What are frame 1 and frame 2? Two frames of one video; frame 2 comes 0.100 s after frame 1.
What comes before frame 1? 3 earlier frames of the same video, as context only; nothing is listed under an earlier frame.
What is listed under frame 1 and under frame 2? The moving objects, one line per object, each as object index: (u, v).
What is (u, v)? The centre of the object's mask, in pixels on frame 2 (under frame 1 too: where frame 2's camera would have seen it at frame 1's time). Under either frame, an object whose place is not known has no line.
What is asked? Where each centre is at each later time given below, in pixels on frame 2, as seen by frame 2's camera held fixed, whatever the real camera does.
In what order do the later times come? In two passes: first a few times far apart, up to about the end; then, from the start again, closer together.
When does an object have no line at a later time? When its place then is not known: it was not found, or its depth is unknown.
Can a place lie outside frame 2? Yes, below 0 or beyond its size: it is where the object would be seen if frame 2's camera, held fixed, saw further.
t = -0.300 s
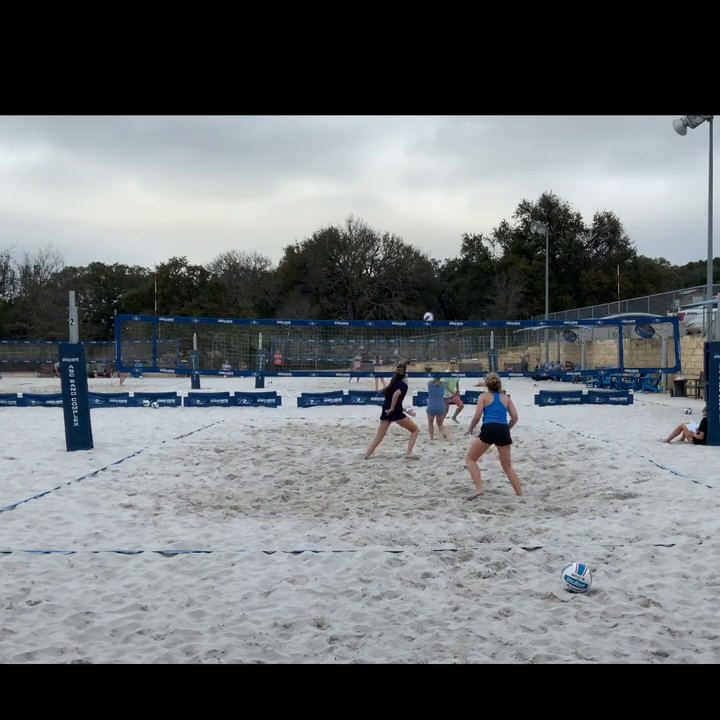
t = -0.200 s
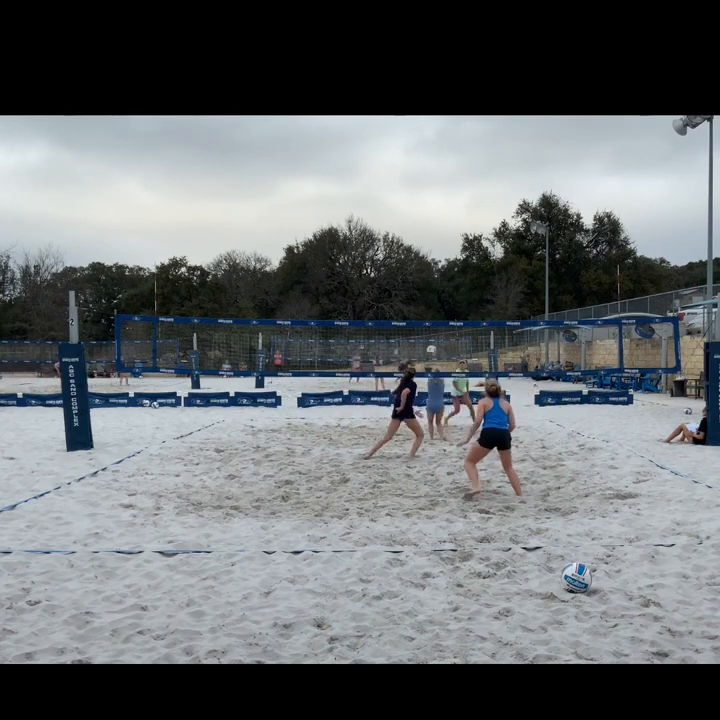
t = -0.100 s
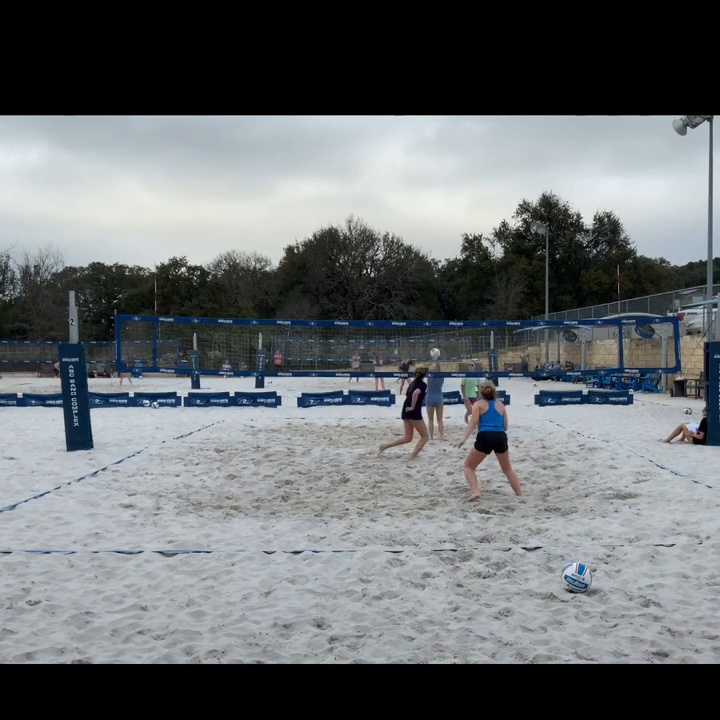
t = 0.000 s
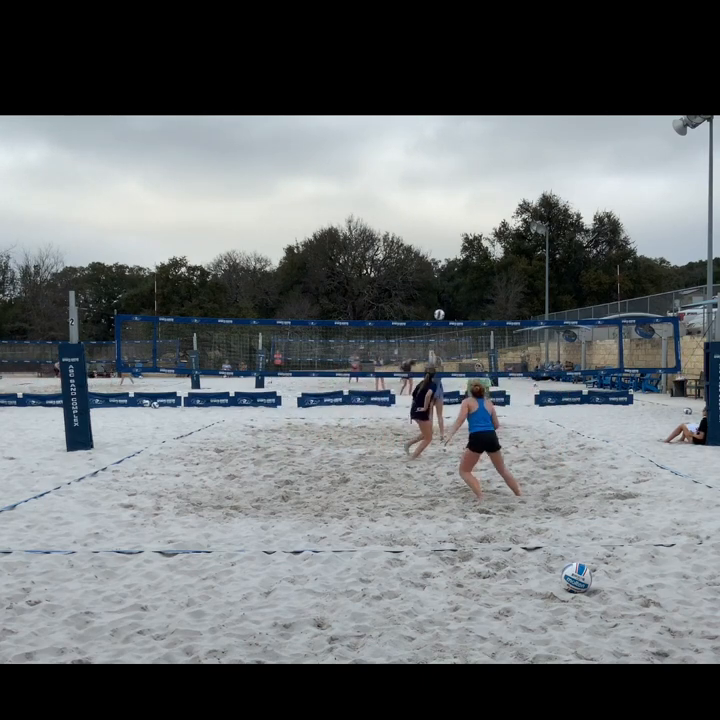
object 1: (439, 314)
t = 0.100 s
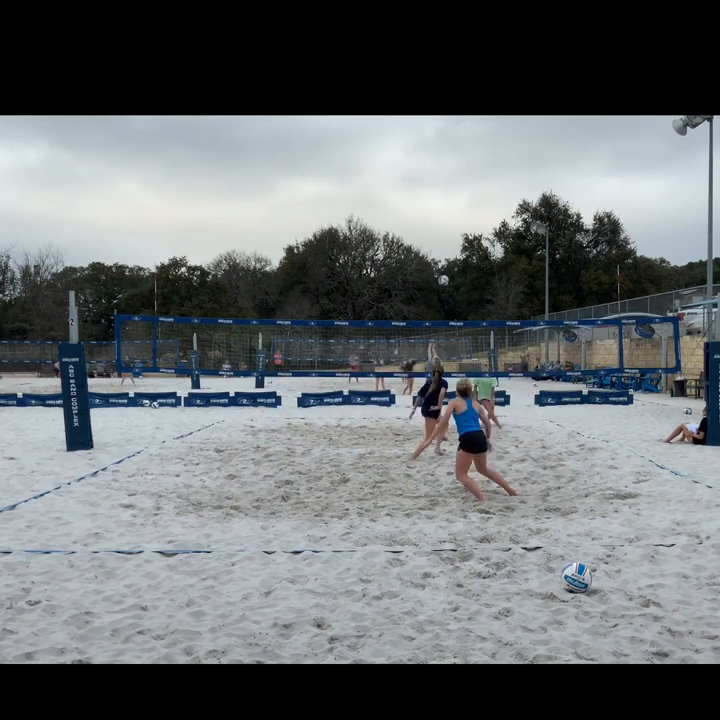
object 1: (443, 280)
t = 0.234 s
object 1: (449, 242)
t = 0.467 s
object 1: (460, 195)
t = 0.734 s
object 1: (472, 174)
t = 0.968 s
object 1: (482, 185)
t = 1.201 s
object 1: (492, 224)
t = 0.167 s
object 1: (446, 260)
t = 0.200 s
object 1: (447, 250)
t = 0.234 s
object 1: (449, 242)
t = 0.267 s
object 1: (450, 234)
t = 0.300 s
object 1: (452, 226)
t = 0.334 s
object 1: (454, 218)
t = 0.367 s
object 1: (455, 212)
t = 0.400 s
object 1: (457, 206)
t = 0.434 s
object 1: (458, 200)
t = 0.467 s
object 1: (460, 195)
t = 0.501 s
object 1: (461, 191)
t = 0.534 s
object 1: (463, 187)
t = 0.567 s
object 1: (464, 183)
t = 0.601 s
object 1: (466, 180)
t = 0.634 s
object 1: (467, 178)
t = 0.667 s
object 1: (469, 176)
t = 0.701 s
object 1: (470, 175)
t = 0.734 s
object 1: (472, 174)
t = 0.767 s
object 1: (473, 174)
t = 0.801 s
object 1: (475, 174)
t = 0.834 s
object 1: (477, 175)
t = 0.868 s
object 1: (478, 177)
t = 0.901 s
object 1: (480, 179)
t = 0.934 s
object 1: (481, 182)
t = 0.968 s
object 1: (482, 185)
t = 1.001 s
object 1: (484, 188)
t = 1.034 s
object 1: (485, 193)
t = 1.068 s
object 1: (487, 198)
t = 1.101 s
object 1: (488, 204)
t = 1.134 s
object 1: (490, 210)
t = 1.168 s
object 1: (491, 216)
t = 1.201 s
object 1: (492, 224)
